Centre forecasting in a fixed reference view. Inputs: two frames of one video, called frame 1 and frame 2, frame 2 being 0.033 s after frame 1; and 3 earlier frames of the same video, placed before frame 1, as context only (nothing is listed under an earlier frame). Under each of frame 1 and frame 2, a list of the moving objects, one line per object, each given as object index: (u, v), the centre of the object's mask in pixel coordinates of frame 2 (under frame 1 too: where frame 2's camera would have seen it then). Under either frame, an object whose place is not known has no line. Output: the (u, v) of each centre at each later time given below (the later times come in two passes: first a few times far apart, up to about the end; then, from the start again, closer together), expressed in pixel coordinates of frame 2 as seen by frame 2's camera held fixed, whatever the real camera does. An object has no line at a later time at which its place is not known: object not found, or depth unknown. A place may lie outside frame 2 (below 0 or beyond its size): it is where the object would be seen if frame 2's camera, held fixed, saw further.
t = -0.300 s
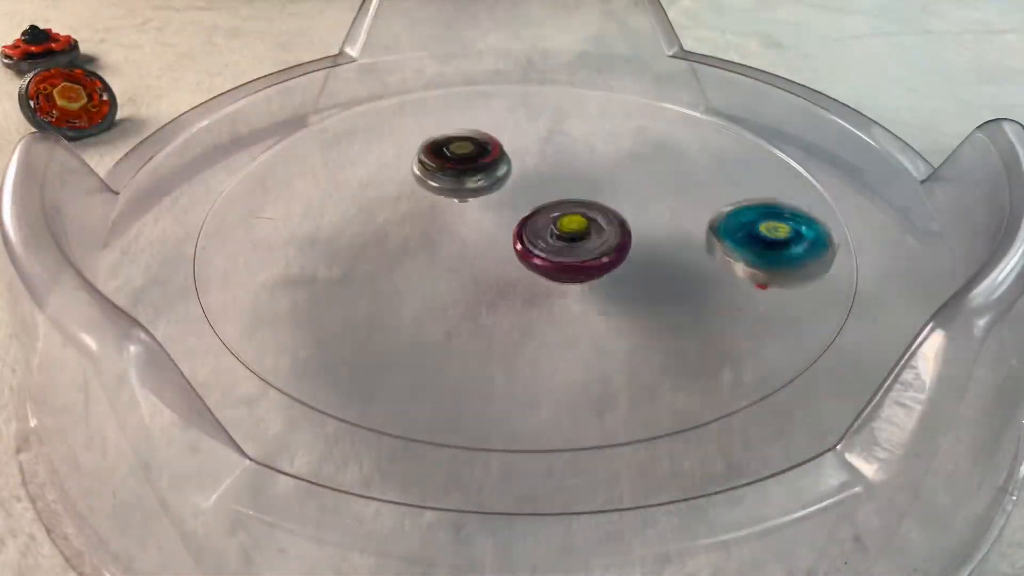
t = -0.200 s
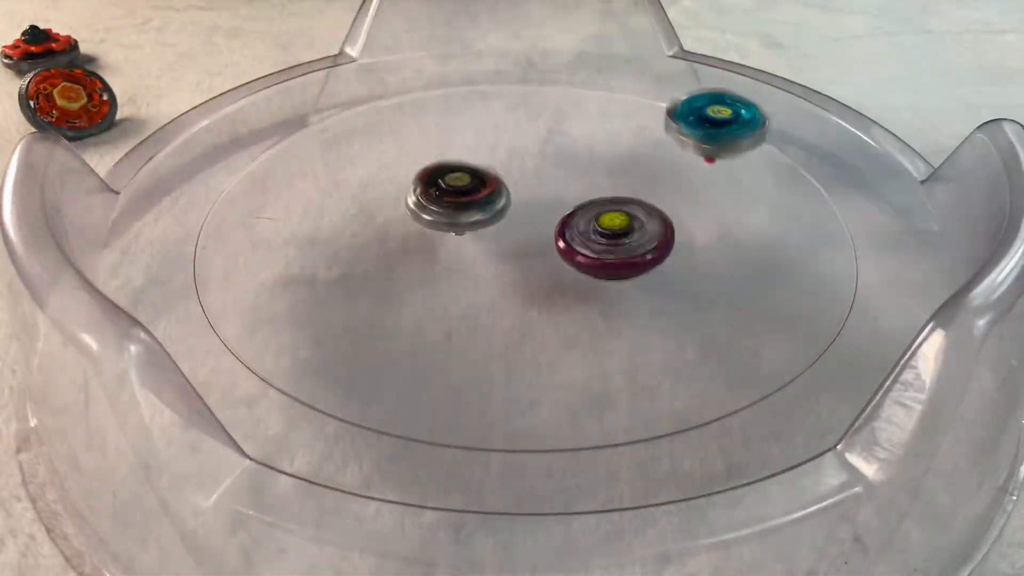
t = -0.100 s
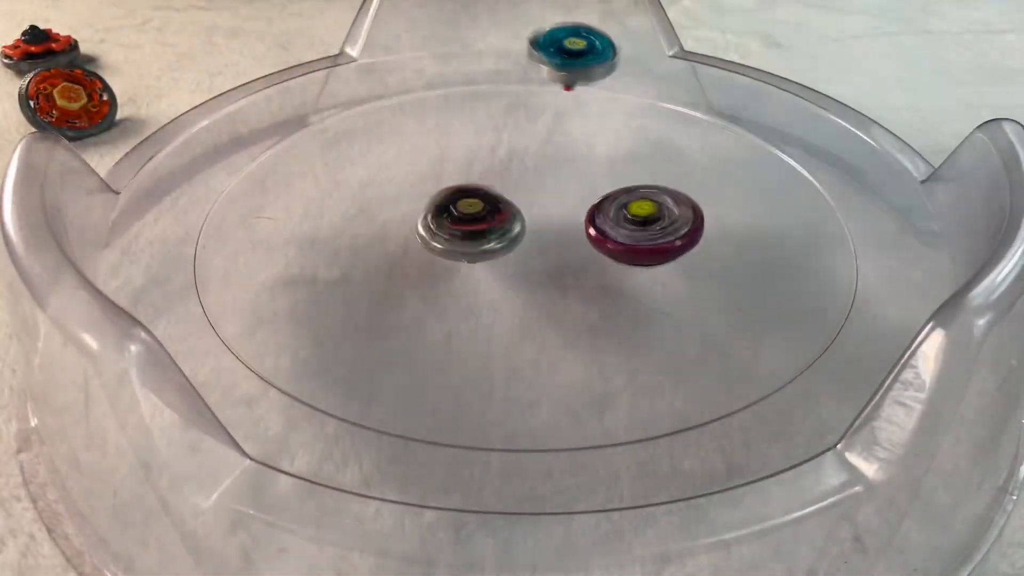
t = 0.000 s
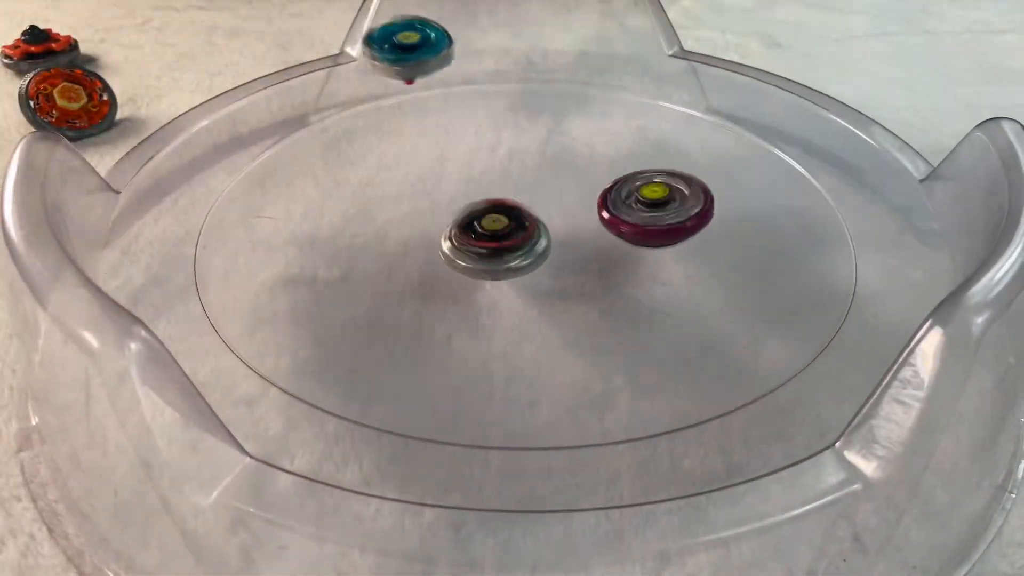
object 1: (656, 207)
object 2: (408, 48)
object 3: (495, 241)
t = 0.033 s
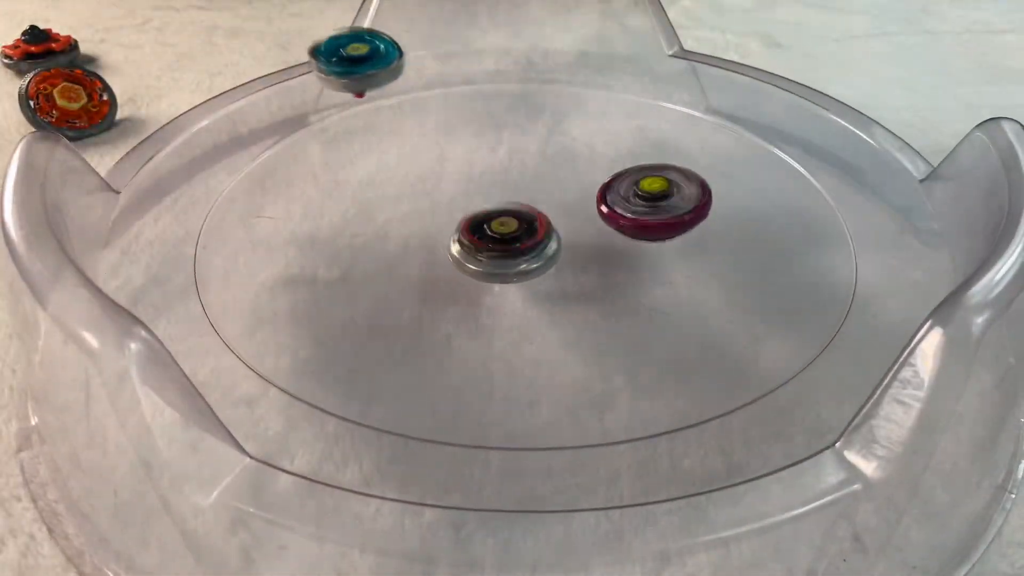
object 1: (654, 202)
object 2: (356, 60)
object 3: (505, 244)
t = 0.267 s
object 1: (599, 171)
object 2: (285, 301)
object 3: (537, 264)
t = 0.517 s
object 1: (508, 166)
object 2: (853, 235)
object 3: (500, 303)
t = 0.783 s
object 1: (462, 234)
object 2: (511, 67)
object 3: (578, 256)
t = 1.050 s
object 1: (485, 281)
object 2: (340, 297)
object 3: (613, 225)
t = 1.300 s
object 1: (593, 278)
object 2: (850, 243)
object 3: (538, 208)
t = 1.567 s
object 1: (638, 236)
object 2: (524, 90)
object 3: (476, 175)
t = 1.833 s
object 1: (623, 194)
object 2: (343, 315)
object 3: (386, 198)
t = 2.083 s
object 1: (590, 169)
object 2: (839, 266)
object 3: (340, 224)
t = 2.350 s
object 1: (497, 174)
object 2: (532, 109)
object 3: (511, 262)
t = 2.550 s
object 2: (431, 161)
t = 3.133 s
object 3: (568, 115)
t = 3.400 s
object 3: (185, 101)
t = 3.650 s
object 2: (422, 150)
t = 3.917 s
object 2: (444, 38)
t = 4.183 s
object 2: (462, 129)
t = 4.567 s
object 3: (569, 146)
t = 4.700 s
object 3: (452, 159)
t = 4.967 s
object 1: (581, 129)
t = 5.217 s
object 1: (416, 168)
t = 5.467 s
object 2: (706, 90)
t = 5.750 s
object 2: (592, 147)
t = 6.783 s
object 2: (401, 166)
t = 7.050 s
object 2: (287, 158)
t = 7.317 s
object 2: (442, 170)
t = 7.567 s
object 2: (494, 96)
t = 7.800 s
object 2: (509, 149)
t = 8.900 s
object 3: (240, 203)
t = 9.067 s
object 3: (272, 189)
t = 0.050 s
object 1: (652, 199)
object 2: (332, 69)
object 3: (509, 245)
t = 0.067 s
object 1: (650, 197)
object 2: (308, 80)
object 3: (513, 246)
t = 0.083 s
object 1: (647, 194)
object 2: (286, 91)
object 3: (519, 247)
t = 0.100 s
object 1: (643, 192)
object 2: (266, 105)
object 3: (523, 247)
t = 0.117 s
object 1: (638, 190)
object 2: (248, 119)
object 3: (526, 248)
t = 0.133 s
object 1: (633, 189)
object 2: (233, 135)
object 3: (532, 248)
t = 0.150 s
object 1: (628, 188)
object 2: (222, 154)
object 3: (536, 248)
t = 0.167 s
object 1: (622, 187)
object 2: (213, 178)
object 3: (539, 248)
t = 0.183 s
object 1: (616, 186)
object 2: (212, 198)
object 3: (544, 248)
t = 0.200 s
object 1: (611, 185)
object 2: (217, 217)
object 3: (547, 248)
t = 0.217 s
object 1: (604, 186)
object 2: (225, 240)
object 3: (550, 248)
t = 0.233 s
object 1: (599, 185)
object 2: (239, 261)
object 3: (553, 249)
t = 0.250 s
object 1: (599, 178)
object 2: (259, 282)
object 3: (546, 255)
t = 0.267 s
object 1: (599, 171)
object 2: (285, 301)
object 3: (537, 264)
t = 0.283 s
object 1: (598, 165)
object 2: (318, 318)
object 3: (531, 272)
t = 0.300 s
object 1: (596, 160)
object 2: (357, 335)
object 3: (523, 279)
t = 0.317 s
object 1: (592, 157)
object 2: (401, 349)
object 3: (516, 285)
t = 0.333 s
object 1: (588, 154)
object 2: (449, 359)
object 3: (515, 284)
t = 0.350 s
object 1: (582, 153)
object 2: (498, 362)
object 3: (504, 284)
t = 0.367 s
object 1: (576, 152)
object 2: (549, 364)
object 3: (494, 292)
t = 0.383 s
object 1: (568, 152)
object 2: (600, 361)
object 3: (493, 300)
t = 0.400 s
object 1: (561, 152)
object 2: (650, 355)
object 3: (490, 303)
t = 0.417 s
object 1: (553, 153)
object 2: (695, 346)
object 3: (489, 304)
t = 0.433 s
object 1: (545, 154)
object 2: (734, 333)
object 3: (487, 305)
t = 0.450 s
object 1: (537, 156)
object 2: (771, 318)
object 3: (489, 306)
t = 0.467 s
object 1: (529, 158)
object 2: (804, 300)
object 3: (490, 305)
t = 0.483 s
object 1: (522, 160)
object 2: (831, 280)
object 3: (492, 306)
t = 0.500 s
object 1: (514, 163)
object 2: (850, 258)
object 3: (497, 305)
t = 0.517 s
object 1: (508, 166)
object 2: (853, 235)
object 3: (500, 303)
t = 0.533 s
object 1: (501, 169)
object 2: (849, 217)
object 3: (505, 302)
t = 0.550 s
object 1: (495, 172)
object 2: (843, 196)
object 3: (511, 300)
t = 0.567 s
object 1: (490, 176)
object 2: (835, 175)
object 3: (515, 299)
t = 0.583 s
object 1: (485, 180)
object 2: (822, 156)
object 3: (521, 296)
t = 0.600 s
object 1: (480, 184)
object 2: (802, 140)
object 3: (526, 293)
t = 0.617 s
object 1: (476, 188)
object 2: (781, 124)
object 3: (533, 291)
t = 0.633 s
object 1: (472, 192)
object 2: (758, 110)
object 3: (537, 288)
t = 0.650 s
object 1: (469, 197)
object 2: (733, 98)
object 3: (542, 285)
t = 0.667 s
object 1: (466, 202)
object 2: (705, 88)
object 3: (549, 281)
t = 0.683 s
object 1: (464, 206)
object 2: (677, 80)
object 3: (552, 278)
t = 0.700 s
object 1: (463, 211)
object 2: (649, 74)
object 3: (557, 275)
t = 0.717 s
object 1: (462, 216)
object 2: (621, 69)
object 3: (561, 271)
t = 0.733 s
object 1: (462, 221)
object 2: (593, 66)
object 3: (565, 267)
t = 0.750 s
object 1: (462, 226)
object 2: (565, 65)
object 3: (567, 263)
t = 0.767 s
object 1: (464, 231)
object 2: (537, 65)
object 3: (570, 260)
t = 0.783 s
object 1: (462, 234)
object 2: (511, 67)
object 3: (578, 256)
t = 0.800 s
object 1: (455, 237)
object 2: (484, 70)
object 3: (587, 255)
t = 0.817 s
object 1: (451, 239)
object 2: (458, 75)
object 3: (598, 253)
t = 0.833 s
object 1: (448, 242)
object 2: (434, 81)
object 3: (606, 250)
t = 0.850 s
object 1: (447, 244)
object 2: (409, 89)
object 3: (615, 247)
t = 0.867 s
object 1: (446, 249)
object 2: (386, 98)
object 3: (619, 245)
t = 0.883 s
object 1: (447, 251)
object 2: (365, 110)
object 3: (625, 243)
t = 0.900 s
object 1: (448, 254)
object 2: (345, 124)
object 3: (628, 240)
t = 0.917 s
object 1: (450, 257)
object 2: (327, 139)
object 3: (630, 238)
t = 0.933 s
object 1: (453, 261)
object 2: (312, 156)
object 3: (630, 236)
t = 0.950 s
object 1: (456, 264)
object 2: (301, 175)
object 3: (629, 235)
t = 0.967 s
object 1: (460, 267)
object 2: (295, 194)
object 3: (628, 233)
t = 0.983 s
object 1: (464, 270)
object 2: (294, 214)
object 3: (625, 231)
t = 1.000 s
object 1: (468, 273)
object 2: (297, 235)
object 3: (624, 229)
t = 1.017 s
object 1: (473, 276)
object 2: (305, 256)
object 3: (620, 227)
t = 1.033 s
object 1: (479, 278)
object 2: (320, 277)
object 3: (618, 226)
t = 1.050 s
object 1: (485, 281)
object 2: (340, 297)
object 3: (613, 225)
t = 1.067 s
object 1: (492, 282)
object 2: (367, 315)
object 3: (610, 224)
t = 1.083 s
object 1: (501, 282)
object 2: (401, 331)
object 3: (605, 223)
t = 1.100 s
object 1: (509, 280)
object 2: (439, 344)
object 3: (601, 222)
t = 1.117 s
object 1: (514, 278)
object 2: (480, 355)
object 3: (595, 221)
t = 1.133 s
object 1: (519, 279)
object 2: (526, 360)
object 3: (590, 221)
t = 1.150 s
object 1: (526, 283)
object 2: (573, 363)
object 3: (587, 219)
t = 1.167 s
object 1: (535, 285)
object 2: (622, 362)
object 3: (581, 218)
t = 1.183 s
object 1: (543, 285)
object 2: (669, 358)
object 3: (576, 217)
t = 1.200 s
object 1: (550, 283)
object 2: (716, 350)
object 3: (570, 215)
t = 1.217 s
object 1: (558, 282)
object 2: (760, 338)
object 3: (565, 214)
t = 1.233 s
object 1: (565, 280)
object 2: (799, 323)
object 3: (559, 214)
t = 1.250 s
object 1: (572, 278)
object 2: (819, 301)
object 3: (554, 214)
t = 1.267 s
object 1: (578, 275)
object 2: (831, 282)
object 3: (547, 214)
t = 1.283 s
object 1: (585, 276)
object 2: (840, 263)
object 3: (544, 212)
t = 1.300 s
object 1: (593, 278)
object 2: (850, 243)
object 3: (538, 208)
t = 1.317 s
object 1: (599, 280)
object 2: (852, 219)
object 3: (533, 201)
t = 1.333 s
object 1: (606, 281)
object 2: (844, 200)
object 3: (527, 195)
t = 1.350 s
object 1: (611, 281)
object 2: (834, 180)
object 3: (523, 189)
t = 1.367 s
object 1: (617, 280)
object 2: (820, 162)
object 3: (517, 185)
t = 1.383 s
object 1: (622, 278)
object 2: (802, 146)
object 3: (513, 180)
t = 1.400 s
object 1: (627, 276)
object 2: (783, 132)
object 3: (507, 177)
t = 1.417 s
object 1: (631, 272)
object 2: (762, 120)
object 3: (504, 174)
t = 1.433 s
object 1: (635, 269)
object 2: (739, 111)
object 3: (500, 172)
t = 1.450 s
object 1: (638, 265)
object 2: (715, 103)
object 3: (497, 171)
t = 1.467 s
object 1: (640, 261)
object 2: (690, 96)
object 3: (492, 170)
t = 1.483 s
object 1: (641, 257)
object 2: (664, 91)
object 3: (491, 170)
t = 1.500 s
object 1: (642, 253)
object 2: (636, 88)
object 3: (487, 171)
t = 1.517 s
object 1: (642, 249)
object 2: (609, 86)
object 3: (484, 171)
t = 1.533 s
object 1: (642, 245)
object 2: (581, 86)
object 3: (481, 172)
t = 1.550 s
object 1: (640, 241)
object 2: (552, 87)
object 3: (479, 174)
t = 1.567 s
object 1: (638, 236)
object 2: (524, 90)
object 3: (476, 175)
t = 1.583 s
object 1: (635, 233)
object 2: (496, 94)
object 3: (474, 177)
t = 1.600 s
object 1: (632, 229)
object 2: (468, 100)
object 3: (472, 179)
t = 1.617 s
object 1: (628, 225)
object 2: (441, 108)
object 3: (470, 181)
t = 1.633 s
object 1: (623, 221)
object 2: (417, 117)
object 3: (469, 183)
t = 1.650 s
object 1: (618, 218)
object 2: (393, 128)
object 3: (467, 185)
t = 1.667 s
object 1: (613, 215)
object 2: (372, 141)
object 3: (466, 187)
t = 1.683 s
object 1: (607, 212)
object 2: (352, 155)
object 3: (466, 190)
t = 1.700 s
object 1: (601, 209)
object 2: (334, 169)
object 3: (467, 192)
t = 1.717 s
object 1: (594, 206)
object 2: (321, 186)
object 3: (466, 195)
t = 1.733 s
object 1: (588, 204)
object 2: (311, 203)
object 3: (468, 198)
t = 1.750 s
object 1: (581, 202)
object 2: (303, 221)
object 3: (467, 200)
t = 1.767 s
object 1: (582, 198)
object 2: (300, 240)
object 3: (461, 201)
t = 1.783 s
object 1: (595, 197)
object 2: (303, 260)
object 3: (440, 197)
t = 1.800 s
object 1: (606, 195)
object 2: (310, 279)
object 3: (421, 198)
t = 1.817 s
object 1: (616, 195)
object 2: (324, 298)
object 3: (402, 200)
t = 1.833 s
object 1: (623, 194)
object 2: (343, 315)
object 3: (386, 198)
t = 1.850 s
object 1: (629, 193)
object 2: (367, 334)
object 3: (371, 197)
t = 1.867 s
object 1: (633, 192)
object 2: (397, 349)
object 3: (356, 197)
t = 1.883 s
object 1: (635, 190)
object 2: (431, 363)
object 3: (345, 197)
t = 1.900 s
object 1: (636, 189)
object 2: (470, 372)
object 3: (333, 199)
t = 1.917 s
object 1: (635, 187)
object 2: (512, 381)
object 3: (326, 198)
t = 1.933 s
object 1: (634, 186)
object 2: (557, 387)
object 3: (320, 200)
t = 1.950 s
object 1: (631, 184)
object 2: (603, 387)
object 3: (315, 202)
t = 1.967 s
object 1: (628, 182)
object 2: (650, 381)
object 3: (314, 204)
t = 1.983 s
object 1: (623, 180)
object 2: (688, 369)
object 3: (313, 206)
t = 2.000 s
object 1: (619, 178)
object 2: (726, 357)
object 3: (316, 208)
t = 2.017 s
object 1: (614, 176)
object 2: (759, 342)
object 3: (318, 211)
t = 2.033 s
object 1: (608, 174)
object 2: (787, 326)
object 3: (321, 214)
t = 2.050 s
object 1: (603, 172)
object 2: (812, 307)
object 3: (327, 218)
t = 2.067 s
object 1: (597, 171)
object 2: (829, 286)
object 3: (331, 221)
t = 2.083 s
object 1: (590, 169)
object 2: (839, 266)
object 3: (340, 224)
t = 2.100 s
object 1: (584, 168)
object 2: (844, 246)
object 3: (347, 228)
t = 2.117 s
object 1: (578, 168)
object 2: (843, 226)
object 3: (355, 231)
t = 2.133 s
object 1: (571, 167)
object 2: (836, 209)
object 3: (366, 235)
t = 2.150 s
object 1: (564, 167)
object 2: (826, 193)
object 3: (374, 237)
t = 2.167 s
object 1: (558, 167)
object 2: (812, 177)
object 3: (387, 239)
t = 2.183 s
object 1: (551, 168)
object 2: (794, 163)
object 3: (397, 243)
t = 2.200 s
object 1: (545, 169)
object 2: (774, 152)
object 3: (408, 245)
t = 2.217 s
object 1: (538, 170)
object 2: (751, 141)
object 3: (421, 246)
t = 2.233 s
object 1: (532, 172)
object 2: (726, 132)
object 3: (432, 248)
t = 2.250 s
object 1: (526, 173)
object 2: (700, 125)
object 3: (445, 248)
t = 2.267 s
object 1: (520, 175)
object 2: (674, 119)
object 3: (458, 251)
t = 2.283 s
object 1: (514, 177)
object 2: (646, 115)
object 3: (468, 251)
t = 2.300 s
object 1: (509, 180)
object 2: (618, 111)
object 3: (480, 252)
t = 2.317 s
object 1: (504, 182)
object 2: (589, 109)
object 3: (491, 252)
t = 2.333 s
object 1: (499, 183)
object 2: (561, 108)
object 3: (502, 251)
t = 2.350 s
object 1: (497, 174)
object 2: (532, 109)
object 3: (511, 262)
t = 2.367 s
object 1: (481, 181)
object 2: (516, 91)
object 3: (517, 278)
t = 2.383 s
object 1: (456, 201)
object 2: (510, 57)
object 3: (524, 300)
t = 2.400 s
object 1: (431, 220)
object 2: (505, 32)
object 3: (536, 311)
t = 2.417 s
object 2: (498, 29)
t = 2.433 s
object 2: (491, 29)
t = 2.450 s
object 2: (481, 34)
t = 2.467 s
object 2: (473, 45)
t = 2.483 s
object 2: (464, 64)
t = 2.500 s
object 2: (456, 89)
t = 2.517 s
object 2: (448, 121)
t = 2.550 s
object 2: (431, 161)
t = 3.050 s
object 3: (616, 122)
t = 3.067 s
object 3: (606, 119)
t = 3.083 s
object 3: (598, 118)
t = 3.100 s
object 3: (588, 116)
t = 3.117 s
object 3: (578, 116)
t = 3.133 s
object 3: (568, 115)
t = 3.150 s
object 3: (560, 115)
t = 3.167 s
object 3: (552, 116)
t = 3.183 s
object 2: (650, 120)
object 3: (544, 116)
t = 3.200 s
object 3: (526, 115)
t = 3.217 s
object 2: (643, 119)
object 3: (491, 105)
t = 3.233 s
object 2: (649, 125)
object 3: (455, 100)
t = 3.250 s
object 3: (419, 99)
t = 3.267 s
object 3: (386, 93)
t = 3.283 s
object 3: (353, 87)
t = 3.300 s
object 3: (324, 83)
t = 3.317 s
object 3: (299, 79)
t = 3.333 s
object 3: (274, 81)
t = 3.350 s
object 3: (247, 90)
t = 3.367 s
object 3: (223, 95)
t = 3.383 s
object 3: (202, 99)
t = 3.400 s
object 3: (185, 101)
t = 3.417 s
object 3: (173, 109)
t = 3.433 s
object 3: (160, 117)
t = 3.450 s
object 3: (150, 127)
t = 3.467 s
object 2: (551, 133)
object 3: (143, 139)
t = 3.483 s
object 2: (541, 127)
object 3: (155, 136)
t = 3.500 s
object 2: (529, 122)
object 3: (175, 137)
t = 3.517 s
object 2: (518, 120)
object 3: (196, 145)
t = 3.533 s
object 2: (505, 118)
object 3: (218, 159)
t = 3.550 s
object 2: (492, 119)
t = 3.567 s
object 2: (479, 122)
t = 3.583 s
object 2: (466, 124)
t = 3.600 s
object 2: (454, 129)
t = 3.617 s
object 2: (441, 136)
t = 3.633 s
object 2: (429, 144)
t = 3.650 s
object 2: (422, 150)
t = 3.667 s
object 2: (421, 142)
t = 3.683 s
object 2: (427, 119)
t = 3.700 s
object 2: (432, 99)
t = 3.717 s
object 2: (436, 82)
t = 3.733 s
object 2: (440, 68)
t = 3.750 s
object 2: (442, 55)
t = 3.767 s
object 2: (443, 45)
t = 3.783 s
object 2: (445, 41)
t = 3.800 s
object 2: (447, 42)
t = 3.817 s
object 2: (450, 49)
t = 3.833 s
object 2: (449, 44)
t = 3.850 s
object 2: (448, 42)
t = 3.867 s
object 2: (446, 43)
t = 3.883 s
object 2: (446, 42)
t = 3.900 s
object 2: (445, 41)
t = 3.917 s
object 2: (444, 38)
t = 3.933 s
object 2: (444, 36)
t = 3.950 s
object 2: (444, 36)
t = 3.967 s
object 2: (444, 41)
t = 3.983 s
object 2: (445, 45)
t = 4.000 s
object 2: (445, 47)
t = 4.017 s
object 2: (445, 51)
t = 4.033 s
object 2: (445, 55)
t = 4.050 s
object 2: (443, 60)
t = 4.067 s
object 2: (441, 69)
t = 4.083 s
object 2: (442, 74)
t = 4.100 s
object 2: (443, 81)
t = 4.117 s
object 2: (446, 89)
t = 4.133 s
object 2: (449, 99)
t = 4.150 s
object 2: (452, 108)
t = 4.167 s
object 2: (457, 119)
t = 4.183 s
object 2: (462, 129)
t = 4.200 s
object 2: (470, 140)
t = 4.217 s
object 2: (479, 151)
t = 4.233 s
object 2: (489, 160)
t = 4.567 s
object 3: (569, 146)
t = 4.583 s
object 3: (552, 147)
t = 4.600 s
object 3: (536, 149)
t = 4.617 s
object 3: (521, 150)
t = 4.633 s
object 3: (505, 151)
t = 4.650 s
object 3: (490, 153)
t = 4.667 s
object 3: (476, 155)
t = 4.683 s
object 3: (464, 157)
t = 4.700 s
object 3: (452, 159)
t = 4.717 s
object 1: (676, 60)
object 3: (440, 161)
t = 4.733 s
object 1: (670, 62)
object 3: (430, 166)
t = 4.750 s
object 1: (664, 66)
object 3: (423, 170)
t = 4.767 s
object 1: (657, 72)
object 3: (416, 173)
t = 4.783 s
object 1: (651, 75)
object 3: (409, 177)
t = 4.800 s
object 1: (644, 79)
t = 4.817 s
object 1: (637, 83)
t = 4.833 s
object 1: (631, 87)
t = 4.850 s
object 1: (624, 91)
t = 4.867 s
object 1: (618, 96)
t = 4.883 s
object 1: (611, 101)
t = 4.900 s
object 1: (605, 107)
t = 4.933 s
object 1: (593, 118)
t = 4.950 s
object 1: (587, 124)
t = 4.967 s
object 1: (581, 129)
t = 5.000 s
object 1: (565, 138)
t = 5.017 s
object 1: (551, 139)
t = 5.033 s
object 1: (537, 141)
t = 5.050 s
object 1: (524, 143)
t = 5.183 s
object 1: (428, 160)
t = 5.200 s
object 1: (421, 163)
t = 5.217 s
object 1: (416, 168)
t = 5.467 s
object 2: (706, 90)
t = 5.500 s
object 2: (695, 89)
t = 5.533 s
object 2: (682, 90)
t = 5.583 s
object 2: (669, 93)
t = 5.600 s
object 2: (663, 95)
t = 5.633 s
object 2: (650, 100)
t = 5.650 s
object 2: (642, 104)
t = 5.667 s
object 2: (634, 109)
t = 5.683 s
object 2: (626, 116)
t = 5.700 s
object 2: (617, 123)
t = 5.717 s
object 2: (609, 130)
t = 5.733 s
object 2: (601, 138)
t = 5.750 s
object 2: (592, 147)
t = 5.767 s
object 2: (585, 157)
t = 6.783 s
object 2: (401, 166)
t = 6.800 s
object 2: (388, 166)
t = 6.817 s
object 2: (375, 168)
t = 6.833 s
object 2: (362, 169)
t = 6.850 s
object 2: (350, 171)
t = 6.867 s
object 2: (340, 174)
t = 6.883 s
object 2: (330, 178)
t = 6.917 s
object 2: (315, 174)
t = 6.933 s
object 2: (309, 168)
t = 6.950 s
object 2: (306, 163)
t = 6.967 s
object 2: (301, 160)
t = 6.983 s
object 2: (297, 157)
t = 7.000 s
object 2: (294, 157)
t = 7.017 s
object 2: (290, 156)
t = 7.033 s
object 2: (288, 157)
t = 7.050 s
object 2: (287, 158)
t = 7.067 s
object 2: (286, 160)
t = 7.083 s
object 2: (289, 163)
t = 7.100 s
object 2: (293, 168)
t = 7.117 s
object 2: (300, 173)
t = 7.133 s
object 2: (309, 178)
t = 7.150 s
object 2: (318, 183)
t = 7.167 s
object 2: (332, 189)
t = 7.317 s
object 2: (442, 170)
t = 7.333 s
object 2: (451, 165)
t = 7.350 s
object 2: (459, 159)
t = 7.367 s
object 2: (465, 153)
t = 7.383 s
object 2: (472, 147)
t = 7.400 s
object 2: (478, 141)
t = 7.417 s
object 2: (483, 136)
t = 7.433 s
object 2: (487, 131)
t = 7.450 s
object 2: (489, 124)
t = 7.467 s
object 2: (492, 119)
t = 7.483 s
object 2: (494, 114)
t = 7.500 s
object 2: (496, 109)
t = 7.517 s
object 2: (496, 105)
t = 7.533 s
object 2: (496, 101)
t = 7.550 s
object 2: (495, 99)
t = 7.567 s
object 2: (494, 96)
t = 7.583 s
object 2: (492, 95)
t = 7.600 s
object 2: (489, 95)
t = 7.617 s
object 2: (487, 95)
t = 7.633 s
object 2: (484, 97)
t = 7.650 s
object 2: (483, 101)
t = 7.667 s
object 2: (481, 104)
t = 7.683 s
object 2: (481, 107)
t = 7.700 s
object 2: (481, 113)
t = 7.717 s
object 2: (483, 117)
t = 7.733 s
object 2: (486, 124)
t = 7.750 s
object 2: (489, 130)
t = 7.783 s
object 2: (500, 143)
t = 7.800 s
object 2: (509, 149)
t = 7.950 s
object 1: (686, 108)
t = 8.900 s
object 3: (240, 203)
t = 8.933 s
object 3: (219, 192)
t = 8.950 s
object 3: (213, 188)
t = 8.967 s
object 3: (215, 187)
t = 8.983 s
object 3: (223, 187)
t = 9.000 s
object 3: (232, 187)
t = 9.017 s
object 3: (241, 186)
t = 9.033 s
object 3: (251, 187)
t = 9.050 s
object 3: (262, 187)
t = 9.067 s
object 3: (272, 189)
